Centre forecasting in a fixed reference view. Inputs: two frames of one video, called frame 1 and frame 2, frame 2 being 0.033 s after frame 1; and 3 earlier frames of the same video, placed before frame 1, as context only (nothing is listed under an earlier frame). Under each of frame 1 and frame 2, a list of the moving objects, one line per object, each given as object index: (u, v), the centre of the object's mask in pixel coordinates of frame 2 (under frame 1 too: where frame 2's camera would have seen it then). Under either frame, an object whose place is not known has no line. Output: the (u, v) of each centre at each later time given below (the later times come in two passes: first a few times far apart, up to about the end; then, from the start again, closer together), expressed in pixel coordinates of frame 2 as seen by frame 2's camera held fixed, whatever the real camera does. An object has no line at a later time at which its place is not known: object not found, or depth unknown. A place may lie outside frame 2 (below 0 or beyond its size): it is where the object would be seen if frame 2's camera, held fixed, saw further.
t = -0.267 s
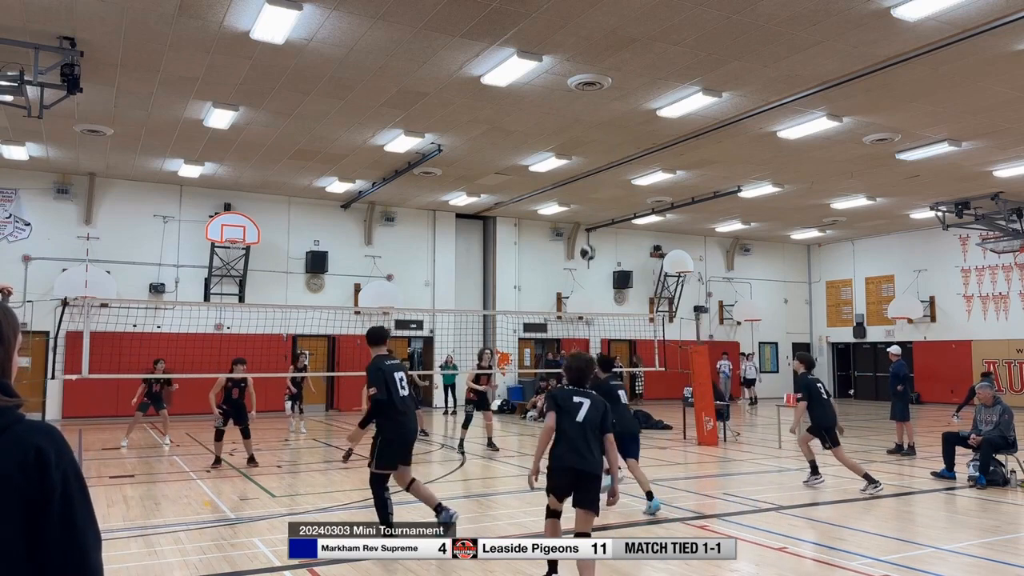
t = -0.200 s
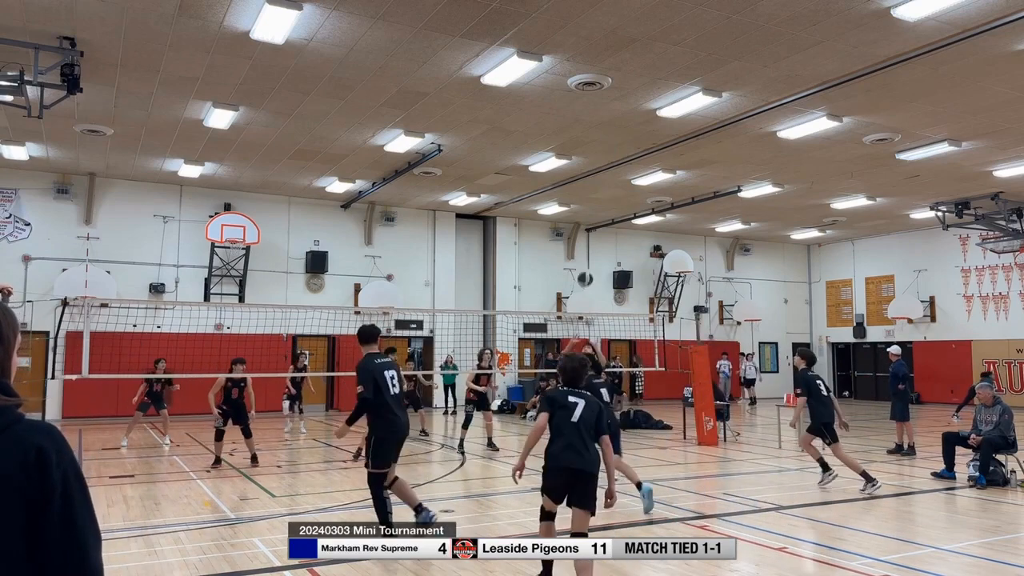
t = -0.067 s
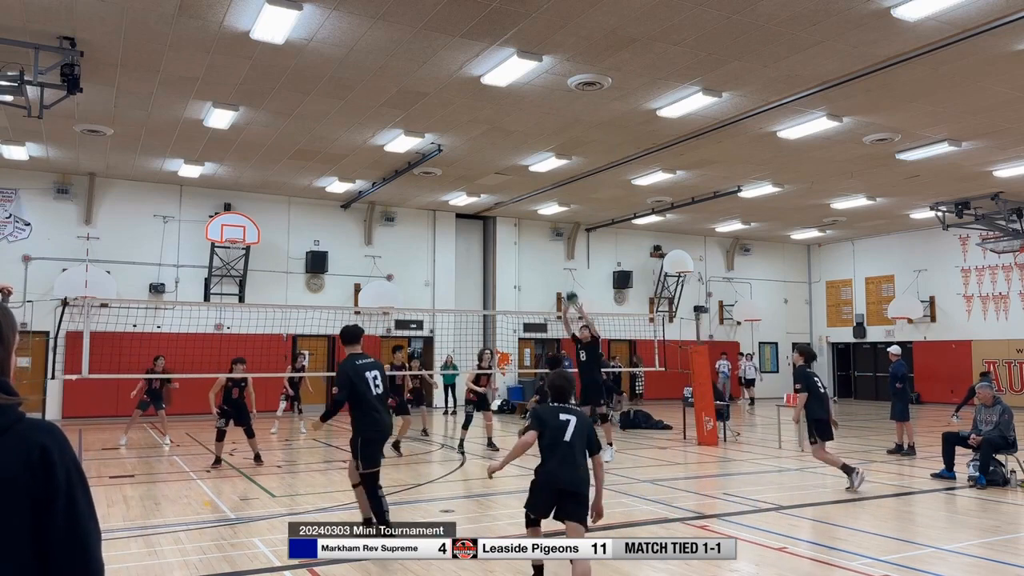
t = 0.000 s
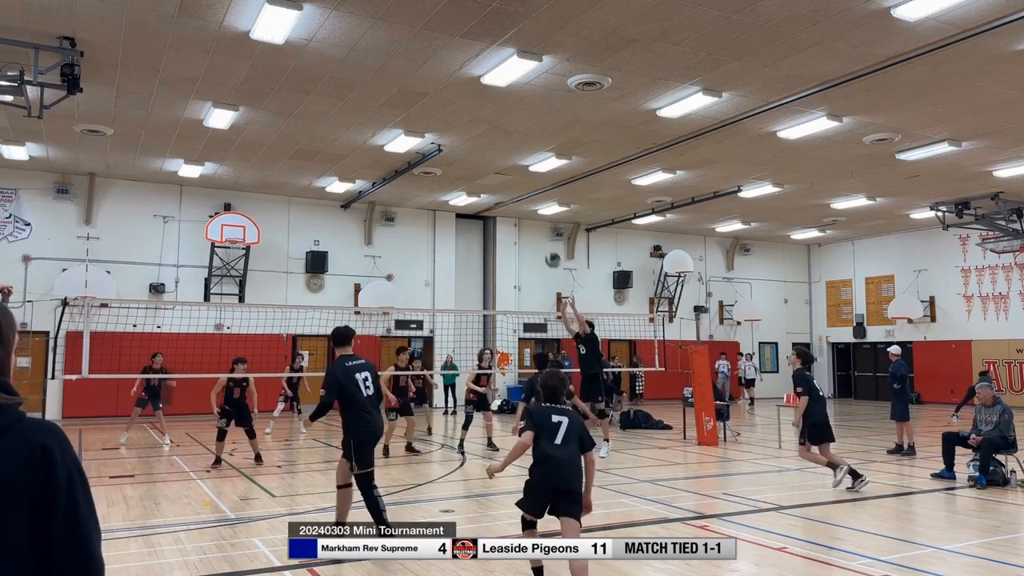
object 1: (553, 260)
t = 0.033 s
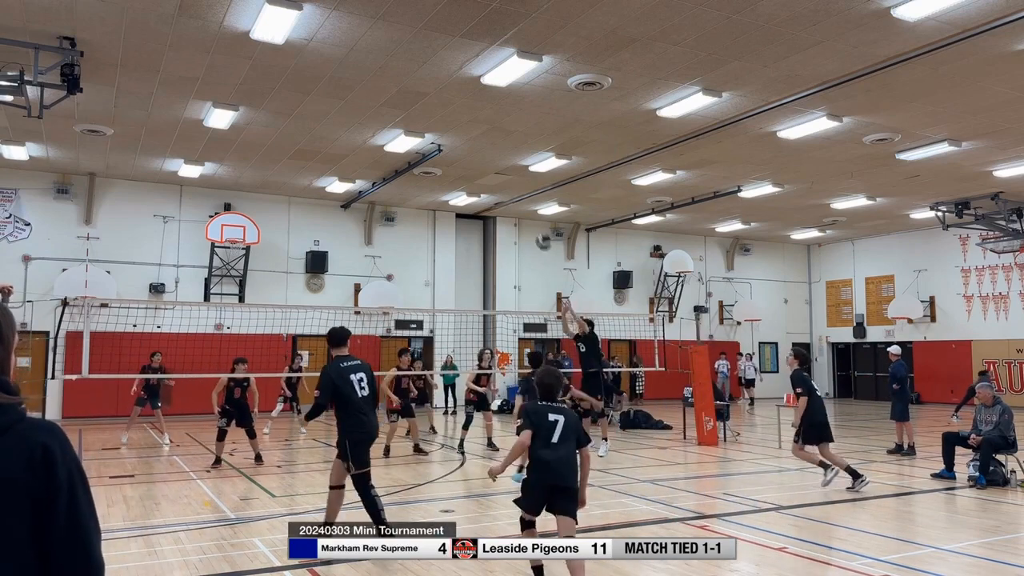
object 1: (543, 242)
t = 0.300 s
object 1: (472, 124)
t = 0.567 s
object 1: (397, 54)
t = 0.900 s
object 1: (294, 44)
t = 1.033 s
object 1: (249, 66)
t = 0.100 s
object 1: (526, 208)
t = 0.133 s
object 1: (516, 192)
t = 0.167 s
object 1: (507, 177)
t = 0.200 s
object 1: (498, 163)
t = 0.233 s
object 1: (490, 149)
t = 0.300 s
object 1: (472, 124)
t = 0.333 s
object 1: (462, 113)
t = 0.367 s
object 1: (453, 102)
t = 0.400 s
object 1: (444, 93)
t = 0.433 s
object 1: (434, 83)
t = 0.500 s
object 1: (416, 67)
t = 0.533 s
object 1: (406, 60)
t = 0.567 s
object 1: (397, 54)
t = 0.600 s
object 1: (387, 49)
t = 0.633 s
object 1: (377, 45)
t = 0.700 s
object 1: (357, 39)
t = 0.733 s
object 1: (347, 37)
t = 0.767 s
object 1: (336, 37)
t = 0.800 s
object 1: (326, 37)
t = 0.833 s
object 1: (315, 38)
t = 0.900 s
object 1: (294, 44)
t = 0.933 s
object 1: (283, 48)
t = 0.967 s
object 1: (271, 53)
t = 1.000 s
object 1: (260, 59)
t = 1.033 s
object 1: (249, 66)
